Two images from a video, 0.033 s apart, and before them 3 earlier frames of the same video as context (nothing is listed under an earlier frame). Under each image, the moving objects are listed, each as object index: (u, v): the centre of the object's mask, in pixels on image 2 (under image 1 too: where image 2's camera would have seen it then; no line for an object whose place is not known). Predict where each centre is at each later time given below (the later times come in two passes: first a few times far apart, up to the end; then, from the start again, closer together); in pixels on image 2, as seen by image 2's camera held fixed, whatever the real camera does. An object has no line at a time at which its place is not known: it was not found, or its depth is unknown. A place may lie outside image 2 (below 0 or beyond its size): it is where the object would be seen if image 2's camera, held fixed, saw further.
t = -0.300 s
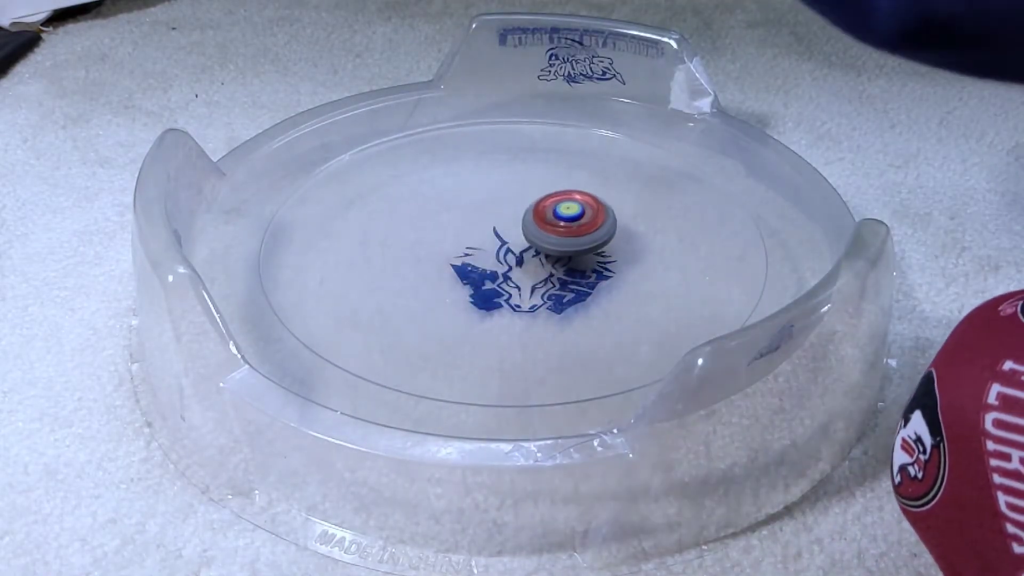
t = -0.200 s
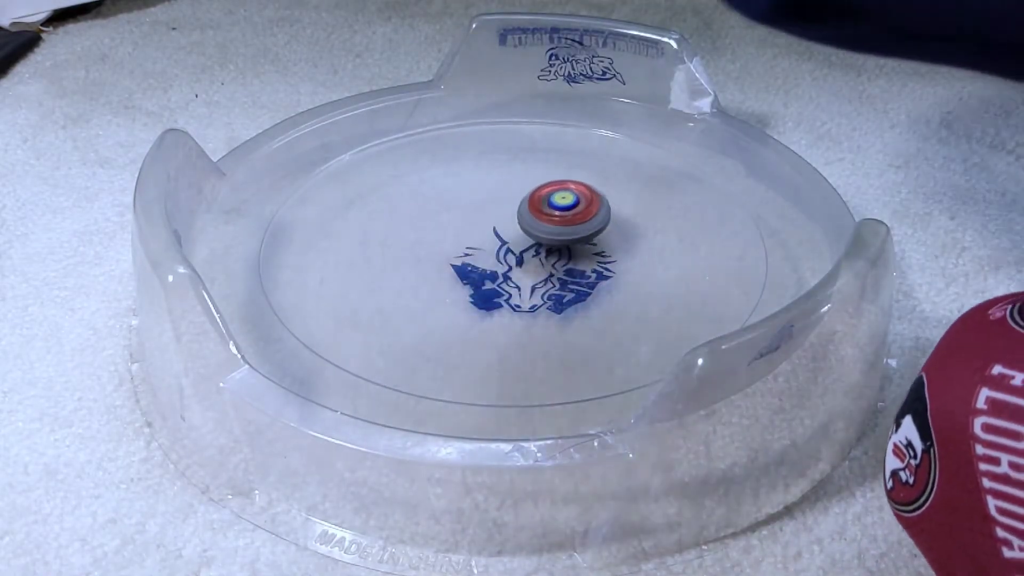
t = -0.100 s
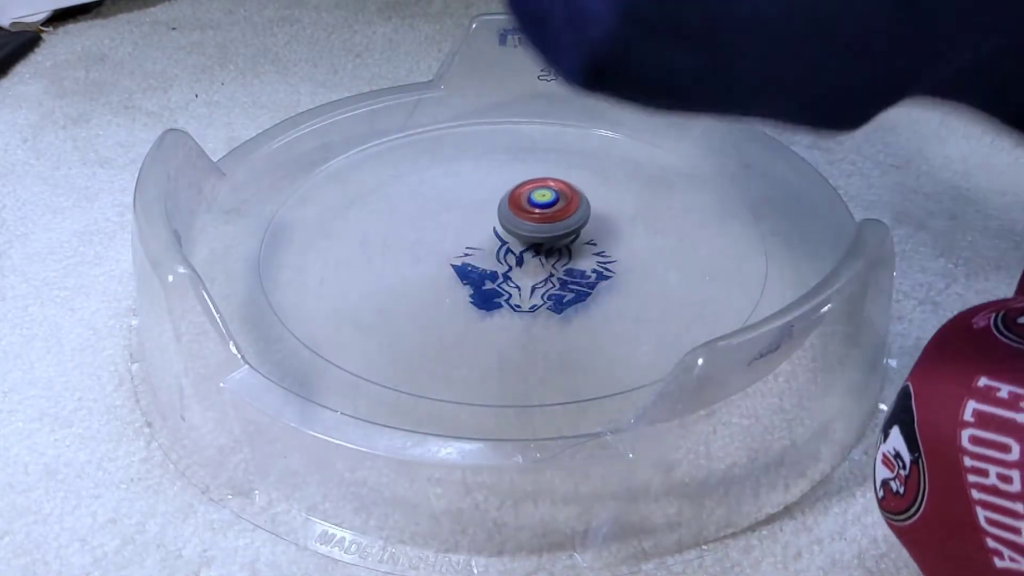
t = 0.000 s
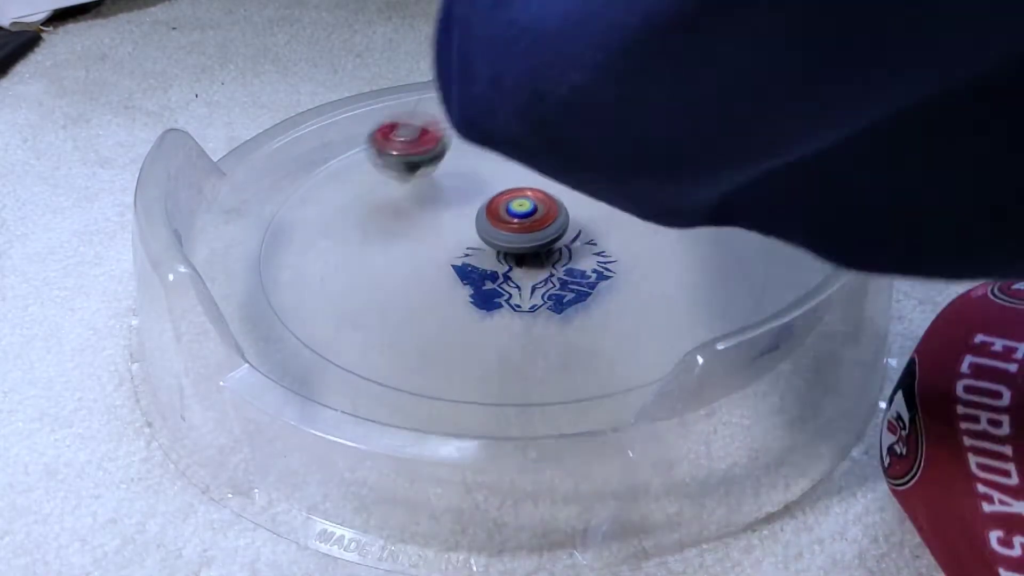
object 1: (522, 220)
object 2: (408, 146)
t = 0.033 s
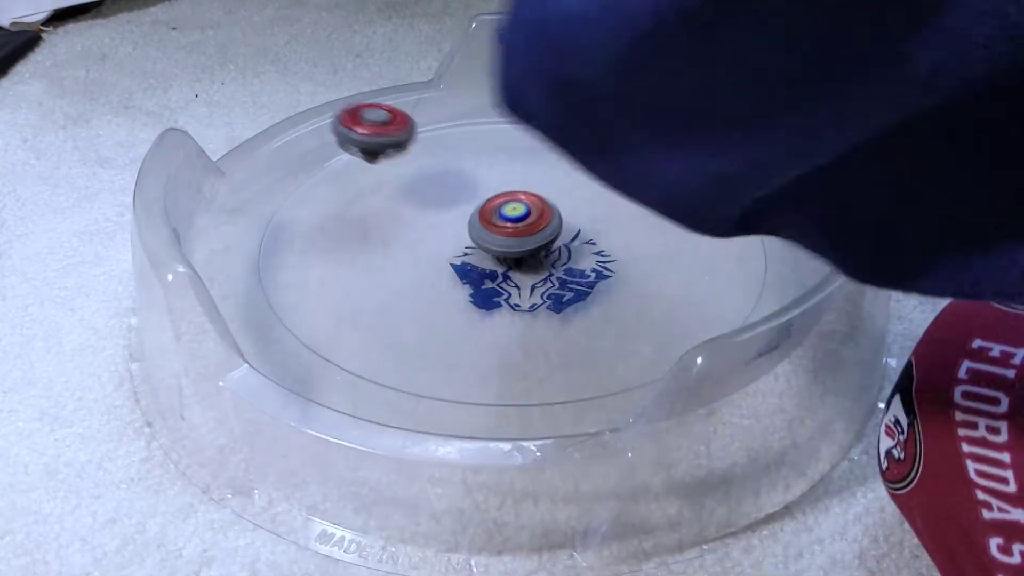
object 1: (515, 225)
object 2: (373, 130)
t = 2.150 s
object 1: (617, 289)
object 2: (509, 251)
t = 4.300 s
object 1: (549, 270)
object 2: (539, 205)
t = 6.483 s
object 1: (536, 269)
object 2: (387, 235)
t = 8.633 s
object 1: (549, 239)
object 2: (374, 244)
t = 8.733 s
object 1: (515, 241)
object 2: (403, 261)
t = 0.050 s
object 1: (512, 228)
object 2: (357, 124)
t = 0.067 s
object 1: (511, 230)
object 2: (341, 121)
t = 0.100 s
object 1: (508, 235)
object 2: (308, 131)
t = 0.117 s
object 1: (508, 237)
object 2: (293, 143)
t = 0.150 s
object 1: (512, 244)
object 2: (267, 167)
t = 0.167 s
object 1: (513, 247)
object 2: (259, 167)
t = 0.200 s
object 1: (519, 254)
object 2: (246, 179)
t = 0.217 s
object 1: (523, 257)
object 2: (245, 184)
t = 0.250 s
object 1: (533, 262)
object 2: (244, 195)
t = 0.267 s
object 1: (539, 263)
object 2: (245, 200)
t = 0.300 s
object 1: (551, 265)
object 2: (248, 207)
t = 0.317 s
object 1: (558, 264)
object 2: (249, 211)
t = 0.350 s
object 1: (570, 262)
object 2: (254, 217)
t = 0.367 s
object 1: (575, 261)
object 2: (257, 221)
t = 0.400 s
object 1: (585, 257)
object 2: (268, 231)
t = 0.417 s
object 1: (588, 256)
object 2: (276, 237)
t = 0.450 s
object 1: (593, 251)
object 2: (293, 245)
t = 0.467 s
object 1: (595, 249)
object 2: (301, 249)
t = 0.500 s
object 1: (596, 245)
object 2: (319, 257)
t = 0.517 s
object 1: (595, 242)
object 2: (329, 261)
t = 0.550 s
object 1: (592, 238)
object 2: (347, 267)
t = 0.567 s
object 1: (590, 236)
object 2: (357, 270)
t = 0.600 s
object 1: (584, 233)
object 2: (376, 275)
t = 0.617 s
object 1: (579, 232)
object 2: (385, 277)
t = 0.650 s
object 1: (570, 230)
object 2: (403, 279)
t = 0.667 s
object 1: (565, 230)
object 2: (410, 280)
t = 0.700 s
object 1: (553, 231)
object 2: (424, 281)
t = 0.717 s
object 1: (548, 232)
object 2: (431, 281)
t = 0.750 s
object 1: (537, 235)
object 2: (442, 281)
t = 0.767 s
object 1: (532, 237)
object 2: (447, 280)
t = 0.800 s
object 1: (527, 240)
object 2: (460, 279)
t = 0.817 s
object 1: (527, 241)
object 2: (465, 278)
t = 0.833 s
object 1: (528, 239)
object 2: (462, 277)
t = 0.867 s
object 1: (531, 235)
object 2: (456, 287)
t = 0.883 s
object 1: (534, 233)
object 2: (455, 287)
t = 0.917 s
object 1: (536, 230)
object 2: (453, 291)
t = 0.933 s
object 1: (536, 229)
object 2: (454, 293)
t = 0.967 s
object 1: (535, 229)
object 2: (458, 293)
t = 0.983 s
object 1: (532, 230)
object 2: (463, 293)
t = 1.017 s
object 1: (526, 234)
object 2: (475, 292)
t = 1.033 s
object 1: (523, 236)
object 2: (481, 291)
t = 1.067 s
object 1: (517, 238)
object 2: (494, 288)
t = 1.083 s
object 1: (516, 238)
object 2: (497, 289)
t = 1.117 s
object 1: (512, 238)
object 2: (503, 295)
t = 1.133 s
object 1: (511, 238)
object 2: (506, 297)
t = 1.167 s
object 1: (506, 238)
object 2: (512, 299)
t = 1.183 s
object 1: (504, 239)
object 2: (515, 299)
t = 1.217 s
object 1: (497, 243)
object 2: (523, 298)
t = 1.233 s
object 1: (494, 245)
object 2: (527, 296)
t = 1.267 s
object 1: (486, 251)
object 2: (540, 294)
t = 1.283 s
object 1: (478, 238)
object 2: (558, 301)
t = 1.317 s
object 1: (459, 219)
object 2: (594, 325)
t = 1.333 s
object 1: (451, 209)
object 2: (610, 331)
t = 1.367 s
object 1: (434, 191)
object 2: (641, 342)
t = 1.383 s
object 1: (426, 184)
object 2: (650, 336)
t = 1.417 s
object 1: (413, 172)
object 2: (664, 336)
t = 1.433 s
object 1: (408, 168)
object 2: (671, 336)
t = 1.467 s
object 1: (398, 164)
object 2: (680, 333)
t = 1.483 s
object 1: (394, 164)
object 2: (683, 330)
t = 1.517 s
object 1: (386, 168)
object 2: (689, 327)
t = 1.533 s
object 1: (382, 171)
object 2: (691, 326)
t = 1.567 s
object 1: (373, 181)
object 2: (695, 323)
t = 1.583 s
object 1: (369, 186)
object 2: (696, 321)
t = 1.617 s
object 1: (358, 200)
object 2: (697, 318)
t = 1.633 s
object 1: (353, 207)
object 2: (697, 317)
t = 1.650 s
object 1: (348, 215)
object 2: (697, 315)
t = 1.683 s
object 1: (341, 231)
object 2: (695, 313)
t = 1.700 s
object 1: (340, 239)
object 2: (693, 313)
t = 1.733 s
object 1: (341, 255)
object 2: (685, 309)
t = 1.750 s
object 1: (344, 264)
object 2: (680, 305)
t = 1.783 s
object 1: (354, 280)
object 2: (669, 298)
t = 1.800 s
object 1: (361, 287)
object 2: (664, 295)
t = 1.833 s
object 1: (379, 301)
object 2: (651, 288)
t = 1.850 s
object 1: (390, 307)
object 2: (644, 285)
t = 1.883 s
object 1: (416, 318)
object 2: (630, 278)
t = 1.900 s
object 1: (429, 322)
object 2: (623, 274)
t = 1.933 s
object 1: (459, 327)
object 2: (609, 268)
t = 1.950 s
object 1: (474, 329)
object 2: (602, 265)
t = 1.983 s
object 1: (504, 329)
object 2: (586, 261)
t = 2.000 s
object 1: (519, 328)
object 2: (578, 260)
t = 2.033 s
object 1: (547, 323)
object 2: (562, 252)
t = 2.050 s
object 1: (560, 320)
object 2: (555, 253)
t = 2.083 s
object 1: (582, 312)
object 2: (538, 252)
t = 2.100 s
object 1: (592, 307)
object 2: (530, 254)
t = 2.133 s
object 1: (610, 295)
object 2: (517, 252)
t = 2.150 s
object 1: (617, 289)
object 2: (509, 251)
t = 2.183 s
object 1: (625, 276)
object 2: (495, 253)
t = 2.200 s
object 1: (627, 269)
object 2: (489, 254)
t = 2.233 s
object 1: (628, 255)
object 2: (479, 255)
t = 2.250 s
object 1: (626, 249)
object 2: (473, 256)
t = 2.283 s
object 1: (620, 237)
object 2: (463, 258)
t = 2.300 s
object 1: (616, 231)
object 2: (459, 259)
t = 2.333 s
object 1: (604, 220)
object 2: (452, 262)
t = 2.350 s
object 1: (597, 215)
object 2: (448, 263)
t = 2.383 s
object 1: (582, 207)
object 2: (442, 266)
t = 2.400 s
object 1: (573, 204)
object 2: (441, 267)
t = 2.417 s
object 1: (564, 200)
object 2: (440, 269)
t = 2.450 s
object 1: (545, 196)
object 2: (437, 272)
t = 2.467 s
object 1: (535, 194)
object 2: (436, 273)
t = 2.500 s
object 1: (516, 192)
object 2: (437, 276)
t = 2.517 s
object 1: (506, 191)
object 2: (437, 277)
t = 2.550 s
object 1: (486, 192)
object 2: (440, 280)
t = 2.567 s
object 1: (476, 194)
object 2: (442, 281)
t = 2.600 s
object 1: (459, 198)
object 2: (446, 283)
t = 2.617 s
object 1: (451, 201)
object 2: (448, 284)
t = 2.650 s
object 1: (437, 208)
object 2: (452, 285)
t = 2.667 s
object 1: (431, 212)
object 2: (455, 285)
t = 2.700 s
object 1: (421, 221)
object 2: (458, 284)
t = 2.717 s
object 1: (417, 226)
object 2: (459, 284)
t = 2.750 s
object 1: (412, 235)
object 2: (462, 283)
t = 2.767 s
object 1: (409, 238)
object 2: (467, 285)
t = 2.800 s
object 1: (399, 232)
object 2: (489, 299)
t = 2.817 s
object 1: (395, 230)
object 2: (499, 303)
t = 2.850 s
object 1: (391, 230)
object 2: (519, 310)
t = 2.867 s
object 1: (390, 231)
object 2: (527, 312)
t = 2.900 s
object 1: (390, 236)
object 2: (542, 313)
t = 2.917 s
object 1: (391, 239)
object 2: (547, 312)
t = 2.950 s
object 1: (394, 247)
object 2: (556, 308)
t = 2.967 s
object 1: (396, 251)
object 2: (559, 306)
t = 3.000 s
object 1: (402, 259)
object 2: (563, 299)
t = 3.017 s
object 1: (407, 263)
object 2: (565, 296)
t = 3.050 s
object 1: (418, 269)
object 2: (567, 289)
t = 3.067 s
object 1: (424, 272)
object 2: (568, 286)
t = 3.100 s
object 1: (438, 275)
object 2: (569, 280)
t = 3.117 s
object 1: (446, 276)
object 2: (569, 277)
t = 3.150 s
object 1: (463, 278)
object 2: (567, 273)
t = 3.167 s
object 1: (470, 278)
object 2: (566, 270)
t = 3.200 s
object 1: (477, 274)
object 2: (573, 265)
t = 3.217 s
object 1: (481, 273)
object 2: (577, 259)
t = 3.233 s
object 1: (485, 271)
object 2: (575, 263)
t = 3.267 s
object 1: (489, 265)
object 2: (584, 250)
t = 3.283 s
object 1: (491, 263)
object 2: (587, 248)
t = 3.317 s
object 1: (495, 257)
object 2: (590, 239)
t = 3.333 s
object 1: (497, 254)
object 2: (590, 236)
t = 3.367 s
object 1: (497, 248)
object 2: (587, 230)
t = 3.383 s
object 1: (496, 246)
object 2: (587, 228)
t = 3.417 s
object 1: (493, 241)
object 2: (584, 223)
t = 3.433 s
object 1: (492, 239)
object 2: (581, 221)
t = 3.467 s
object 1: (488, 235)
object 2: (575, 216)
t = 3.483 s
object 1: (486, 233)
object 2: (572, 214)
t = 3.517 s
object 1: (476, 230)
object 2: (572, 210)
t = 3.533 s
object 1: (471, 229)
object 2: (571, 209)
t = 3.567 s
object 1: (465, 226)
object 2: (568, 205)
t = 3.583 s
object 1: (462, 226)
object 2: (566, 204)
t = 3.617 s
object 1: (458, 227)
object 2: (562, 202)
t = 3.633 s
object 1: (455, 228)
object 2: (559, 201)
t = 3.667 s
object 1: (452, 229)
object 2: (554, 201)
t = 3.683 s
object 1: (451, 231)
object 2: (551, 201)
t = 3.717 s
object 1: (450, 233)
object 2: (547, 201)
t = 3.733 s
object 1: (450, 235)
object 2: (545, 202)
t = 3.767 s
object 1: (451, 238)
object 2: (540, 203)
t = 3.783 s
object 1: (453, 239)
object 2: (538, 204)
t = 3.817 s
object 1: (457, 242)
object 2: (535, 205)
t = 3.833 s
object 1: (460, 244)
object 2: (533, 206)
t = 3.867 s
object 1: (447, 252)
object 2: (549, 200)
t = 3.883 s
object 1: (441, 256)
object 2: (557, 196)
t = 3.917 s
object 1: (433, 263)
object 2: (569, 191)
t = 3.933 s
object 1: (432, 266)
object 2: (573, 190)
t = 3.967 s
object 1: (434, 272)
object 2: (578, 190)
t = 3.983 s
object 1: (438, 274)
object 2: (579, 190)
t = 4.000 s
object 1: (444, 276)
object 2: (578, 192)
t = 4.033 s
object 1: (459, 279)
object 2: (575, 195)
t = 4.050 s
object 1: (466, 279)
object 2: (572, 196)
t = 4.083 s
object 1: (481, 279)
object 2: (566, 200)
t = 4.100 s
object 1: (488, 279)
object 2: (563, 202)
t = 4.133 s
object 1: (502, 278)
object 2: (556, 205)
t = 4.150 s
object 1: (508, 277)
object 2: (552, 208)
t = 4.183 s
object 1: (519, 274)
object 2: (547, 210)
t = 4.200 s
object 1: (525, 272)
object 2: (544, 209)
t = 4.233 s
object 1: (533, 273)
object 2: (540, 208)
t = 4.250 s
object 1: (537, 273)
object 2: (539, 206)
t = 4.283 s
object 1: (545, 272)
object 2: (539, 205)
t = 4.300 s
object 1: (549, 270)
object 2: (539, 205)
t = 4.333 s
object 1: (557, 265)
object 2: (539, 205)
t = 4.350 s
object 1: (562, 266)
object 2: (539, 202)
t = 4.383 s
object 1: (570, 269)
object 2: (537, 195)
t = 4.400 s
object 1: (574, 268)
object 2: (536, 192)
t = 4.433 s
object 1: (580, 265)
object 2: (536, 188)
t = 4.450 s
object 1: (583, 263)
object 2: (536, 188)
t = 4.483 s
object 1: (588, 256)
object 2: (537, 189)
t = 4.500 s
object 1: (590, 252)
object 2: (538, 191)
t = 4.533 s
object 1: (592, 245)
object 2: (538, 196)
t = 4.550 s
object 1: (596, 243)
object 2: (535, 196)
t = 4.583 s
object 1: (603, 243)
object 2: (527, 194)
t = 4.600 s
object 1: (605, 241)
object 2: (523, 194)
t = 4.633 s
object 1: (607, 238)
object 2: (517, 195)
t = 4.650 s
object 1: (607, 235)
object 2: (514, 196)
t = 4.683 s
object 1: (604, 230)
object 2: (511, 198)
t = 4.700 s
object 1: (602, 228)
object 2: (509, 200)
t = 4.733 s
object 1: (597, 223)
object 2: (507, 204)
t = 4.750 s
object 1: (594, 221)
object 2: (505, 207)
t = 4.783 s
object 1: (605, 220)
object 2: (484, 207)
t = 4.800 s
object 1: (608, 219)
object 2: (475, 207)
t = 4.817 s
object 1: (609, 219)
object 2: (467, 208)
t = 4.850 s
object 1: (608, 217)
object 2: (455, 211)
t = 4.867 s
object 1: (606, 216)
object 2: (451, 212)
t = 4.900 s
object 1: (600, 214)
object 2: (447, 216)
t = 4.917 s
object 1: (596, 214)
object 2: (446, 217)
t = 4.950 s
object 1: (588, 212)
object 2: (447, 221)
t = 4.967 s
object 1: (583, 211)
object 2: (447, 224)
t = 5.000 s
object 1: (574, 212)
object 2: (448, 231)
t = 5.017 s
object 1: (570, 212)
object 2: (448, 234)
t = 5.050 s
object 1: (560, 213)
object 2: (449, 240)
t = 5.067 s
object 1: (555, 215)
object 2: (450, 243)
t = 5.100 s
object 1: (547, 219)
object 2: (452, 247)
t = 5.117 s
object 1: (542, 221)
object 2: (452, 248)
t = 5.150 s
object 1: (537, 225)
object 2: (455, 252)
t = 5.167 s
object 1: (535, 227)
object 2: (457, 254)
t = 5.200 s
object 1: (536, 230)
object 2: (447, 260)
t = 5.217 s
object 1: (538, 231)
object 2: (443, 262)
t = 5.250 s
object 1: (538, 237)
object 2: (440, 266)
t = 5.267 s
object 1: (537, 240)
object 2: (439, 268)
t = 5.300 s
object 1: (534, 245)
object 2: (439, 270)
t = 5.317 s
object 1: (534, 247)
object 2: (440, 270)
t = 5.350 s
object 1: (535, 252)
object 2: (444, 272)
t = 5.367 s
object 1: (535, 255)
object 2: (447, 273)
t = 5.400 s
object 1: (541, 257)
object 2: (443, 274)
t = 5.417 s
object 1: (545, 259)
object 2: (440, 277)
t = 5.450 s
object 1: (552, 261)
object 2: (436, 278)
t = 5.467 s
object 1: (554, 262)
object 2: (437, 279)
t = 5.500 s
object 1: (557, 266)
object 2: (440, 280)
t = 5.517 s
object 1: (557, 268)
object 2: (442, 281)
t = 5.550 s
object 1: (558, 271)
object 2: (450, 282)
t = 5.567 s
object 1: (559, 273)
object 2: (454, 283)
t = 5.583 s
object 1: (559, 275)
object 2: (458, 284)
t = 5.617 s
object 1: (564, 277)
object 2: (464, 285)
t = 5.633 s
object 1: (568, 278)
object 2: (464, 285)
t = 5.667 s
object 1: (573, 279)
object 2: (467, 286)
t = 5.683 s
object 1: (575, 280)
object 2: (468, 286)
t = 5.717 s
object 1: (579, 279)
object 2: (472, 286)
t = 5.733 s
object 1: (580, 279)
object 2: (474, 287)
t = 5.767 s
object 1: (584, 278)
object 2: (478, 287)
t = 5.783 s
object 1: (586, 277)
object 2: (480, 287)
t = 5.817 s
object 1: (588, 276)
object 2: (484, 286)
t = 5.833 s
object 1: (589, 275)
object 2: (486, 286)
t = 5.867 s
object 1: (590, 274)
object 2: (489, 286)
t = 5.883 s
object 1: (590, 273)
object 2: (490, 285)
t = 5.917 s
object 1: (588, 272)
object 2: (491, 284)
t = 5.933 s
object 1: (589, 271)
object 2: (486, 283)
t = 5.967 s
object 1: (592, 268)
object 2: (474, 280)
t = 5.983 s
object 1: (590, 267)
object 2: (469, 278)
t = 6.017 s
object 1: (586, 265)
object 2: (462, 273)
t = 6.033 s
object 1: (583, 264)
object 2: (460, 271)
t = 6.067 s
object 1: (576, 262)
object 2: (458, 267)
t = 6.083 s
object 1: (572, 262)
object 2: (458, 265)
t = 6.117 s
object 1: (563, 260)
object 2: (458, 263)
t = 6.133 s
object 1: (558, 260)
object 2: (459, 262)
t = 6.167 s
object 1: (553, 258)
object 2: (455, 260)
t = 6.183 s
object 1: (550, 258)
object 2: (453, 259)
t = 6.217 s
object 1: (545, 257)
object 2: (446, 256)
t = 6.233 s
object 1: (542, 256)
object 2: (443, 255)
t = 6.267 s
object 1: (536, 256)
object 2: (438, 252)
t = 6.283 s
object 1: (533, 256)
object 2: (435, 251)
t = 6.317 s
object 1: (527, 256)
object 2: (431, 249)
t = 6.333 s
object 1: (526, 256)
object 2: (428, 249)
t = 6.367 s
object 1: (521, 258)
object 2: (422, 247)
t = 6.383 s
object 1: (519, 259)
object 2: (421, 246)
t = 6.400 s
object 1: (516, 260)
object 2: (419, 245)
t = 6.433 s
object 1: (512, 262)
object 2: (418, 245)
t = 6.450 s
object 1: (519, 264)
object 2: (407, 241)
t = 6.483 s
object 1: (536, 269)
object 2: (387, 235)
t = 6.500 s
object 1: (542, 270)
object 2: (381, 232)
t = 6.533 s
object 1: (551, 272)
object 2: (375, 229)
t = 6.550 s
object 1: (553, 273)
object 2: (374, 228)
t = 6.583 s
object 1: (555, 272)
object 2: (376, 227)
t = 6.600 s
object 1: (555, 271)
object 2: (379, 227)
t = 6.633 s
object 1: (554, 268)
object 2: (386, 228)
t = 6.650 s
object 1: (553, 267)
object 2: (390, 230)
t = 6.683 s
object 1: (550, 264)
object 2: (400, 232)
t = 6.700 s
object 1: (549, 263)
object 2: (405, 234)
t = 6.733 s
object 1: (544, 260)
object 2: (417, 238)
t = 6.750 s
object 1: (541, 259)
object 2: (422, 239)
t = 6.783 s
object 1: (535, 256)
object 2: (434, 242)
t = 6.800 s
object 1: (534, 255)
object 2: (438, 242)
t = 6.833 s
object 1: (535, 254)
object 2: (438, 241)
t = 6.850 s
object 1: (534, 253)
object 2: (439, 240)
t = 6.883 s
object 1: (533, 252)
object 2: (437, 236)
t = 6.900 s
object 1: (531, 252)
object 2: (436, 234)
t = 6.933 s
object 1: (528, 251)
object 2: (435, 231)
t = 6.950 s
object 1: (528, 252)
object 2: (434, 229)
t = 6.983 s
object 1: (524, 252)
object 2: (435, 226)
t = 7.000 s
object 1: (522, 252)
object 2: (435, 224)
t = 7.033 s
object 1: (522, 253)
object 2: (432, 220)
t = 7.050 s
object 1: (522, 254)
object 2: (430, 217)
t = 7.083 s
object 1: (520, 255)
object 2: (428, 214)
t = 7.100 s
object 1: (520, 255)
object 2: (429, 213)
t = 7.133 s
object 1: (517, 256)
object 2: (431, 212)
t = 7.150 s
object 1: (516, 257)
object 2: (432, 212)
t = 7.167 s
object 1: (515, 257)
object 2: (434, 212)
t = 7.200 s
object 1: (512, 258)
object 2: (439, 213)
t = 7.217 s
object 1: (511, 259)
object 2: (441, 214)
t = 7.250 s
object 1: (511, 260)
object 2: (445, 216)
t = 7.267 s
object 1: (515, 263)
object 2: (442, 212)
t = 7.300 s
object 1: (530, 272)
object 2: (435, 204)
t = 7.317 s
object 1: (536, 275)
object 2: (434, 201)
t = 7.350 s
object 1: (546, 278)
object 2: (434, 197)
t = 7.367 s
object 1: (550, 278)
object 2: (436, 196)
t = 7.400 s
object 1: (557, 276)
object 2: (439, 195)
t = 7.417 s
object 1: (559, 275)
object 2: (442, 195)
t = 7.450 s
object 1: (563, 271)
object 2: (447, 197)
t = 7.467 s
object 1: (565, 269)
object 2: (450, 198)
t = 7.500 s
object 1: (566, 265)
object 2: (455, 201)
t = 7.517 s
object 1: (567, 263)
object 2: (458, 203)
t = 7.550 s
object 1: (566, 259)
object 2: (464, 207)
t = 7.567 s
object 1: (565, 257)
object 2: (467, 208)
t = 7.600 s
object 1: (560, 252)
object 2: (473, 212)
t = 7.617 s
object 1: (558, 250)
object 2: (475, 213)
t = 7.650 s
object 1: (557, 248)
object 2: (476, 214)
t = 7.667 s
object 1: (556, 247)
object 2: (475, 213)
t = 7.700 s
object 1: (553, 245)
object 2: (473, 212)
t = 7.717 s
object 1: (554, 245)
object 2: (469, 211)
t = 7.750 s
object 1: (556, 245)
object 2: (462, 208)
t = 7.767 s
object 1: (555, 244)
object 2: (461, 208)
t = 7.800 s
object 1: (550, 242)
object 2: (459, 208)
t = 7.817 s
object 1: (546, 241)
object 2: (460, 208)
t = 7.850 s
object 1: (541, 242)
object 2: (458, 206)
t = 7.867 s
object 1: (553, 244)
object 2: (445, 199)
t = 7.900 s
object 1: (573, 254)
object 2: (421, 187)
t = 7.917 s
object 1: (581, 259)
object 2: (412, 181)
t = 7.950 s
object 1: (593, 264)
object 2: (398, 173)
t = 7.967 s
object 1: (597, 266)
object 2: (393, 171)
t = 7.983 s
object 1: (600, 267)
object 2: (390, 171)
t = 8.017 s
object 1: (604, 266)
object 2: (389, 173)
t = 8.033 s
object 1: (605, 265)
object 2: (390, 175)
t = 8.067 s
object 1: (606, 261)
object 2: (392, 182)
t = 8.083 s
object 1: (606, 259)
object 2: (394, 185)
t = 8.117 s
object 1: (603, 254)
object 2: (397, 193)
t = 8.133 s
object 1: (601, 252)
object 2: (399, 198)
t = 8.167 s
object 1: (596, 248)
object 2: (404, 205)
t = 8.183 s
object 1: (592, 246)
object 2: (406, 209)
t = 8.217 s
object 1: (585, 243)
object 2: (412, 216)
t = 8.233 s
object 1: (581, 242)
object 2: (415, 219)
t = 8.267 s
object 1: (572, 240)
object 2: (423, 225)
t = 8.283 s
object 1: (567, 239)
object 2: (428, 228)
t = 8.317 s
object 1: (558, 238)
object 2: (436, 231)
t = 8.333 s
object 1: (552, 238)
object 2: (440, 232)
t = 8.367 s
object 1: (543, 238)
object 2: (447, 235)
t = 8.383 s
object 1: (544, 238)
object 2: (443, 233)
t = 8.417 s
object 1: (562, 237)
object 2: (418, 230)
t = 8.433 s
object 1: (568, 235)
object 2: (405, 234)
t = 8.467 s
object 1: (578, 234)
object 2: (384, 232)
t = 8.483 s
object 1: (580, 234)
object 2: (376, 232)
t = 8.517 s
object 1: (580, 234)
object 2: (365, 233)
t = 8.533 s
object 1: (578, 235)
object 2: (363, 234)
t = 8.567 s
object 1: (571, 237)
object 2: (363, 236)
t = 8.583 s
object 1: (566, 238)
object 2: (365, 238)
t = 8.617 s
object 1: (555, 238)
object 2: (370, 242)
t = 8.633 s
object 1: (549, 239)
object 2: (374, 244)
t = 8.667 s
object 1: (537, 239)
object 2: (382, 250)
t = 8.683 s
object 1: (532, 240)
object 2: (387, 252)
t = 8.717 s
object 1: (521, 241)
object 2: (397, 258)
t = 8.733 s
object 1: (515, 241)
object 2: (403, 261)
